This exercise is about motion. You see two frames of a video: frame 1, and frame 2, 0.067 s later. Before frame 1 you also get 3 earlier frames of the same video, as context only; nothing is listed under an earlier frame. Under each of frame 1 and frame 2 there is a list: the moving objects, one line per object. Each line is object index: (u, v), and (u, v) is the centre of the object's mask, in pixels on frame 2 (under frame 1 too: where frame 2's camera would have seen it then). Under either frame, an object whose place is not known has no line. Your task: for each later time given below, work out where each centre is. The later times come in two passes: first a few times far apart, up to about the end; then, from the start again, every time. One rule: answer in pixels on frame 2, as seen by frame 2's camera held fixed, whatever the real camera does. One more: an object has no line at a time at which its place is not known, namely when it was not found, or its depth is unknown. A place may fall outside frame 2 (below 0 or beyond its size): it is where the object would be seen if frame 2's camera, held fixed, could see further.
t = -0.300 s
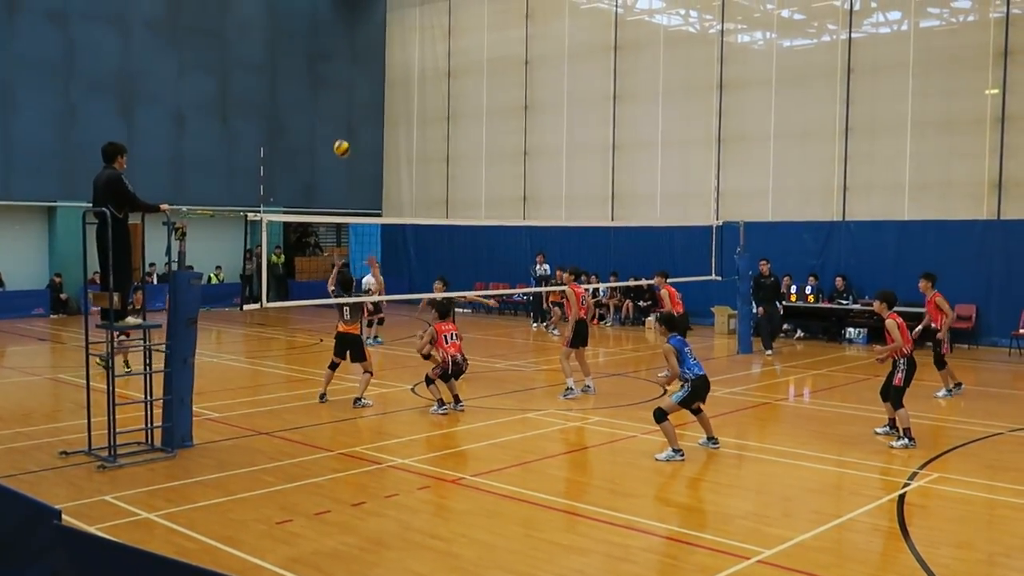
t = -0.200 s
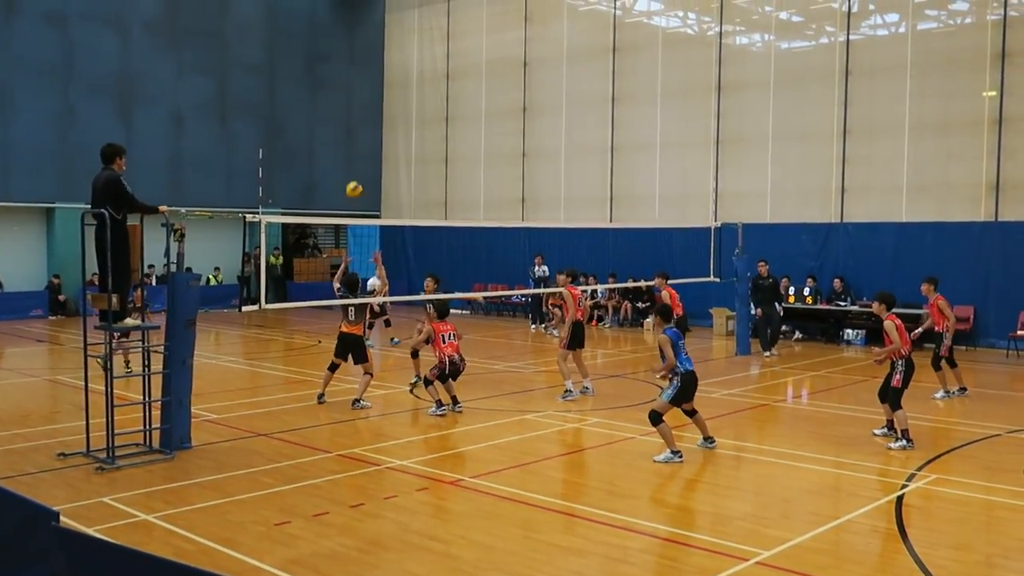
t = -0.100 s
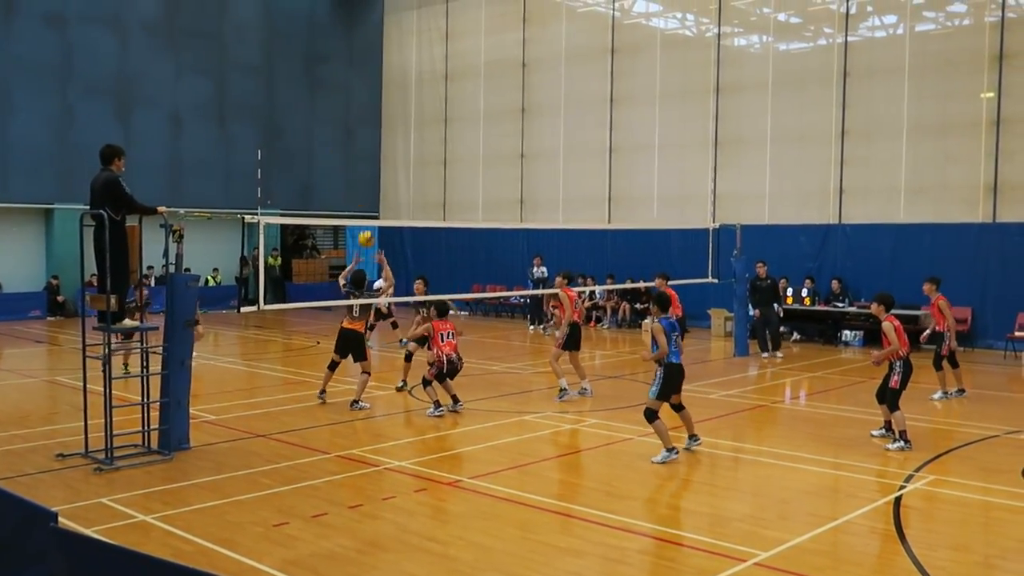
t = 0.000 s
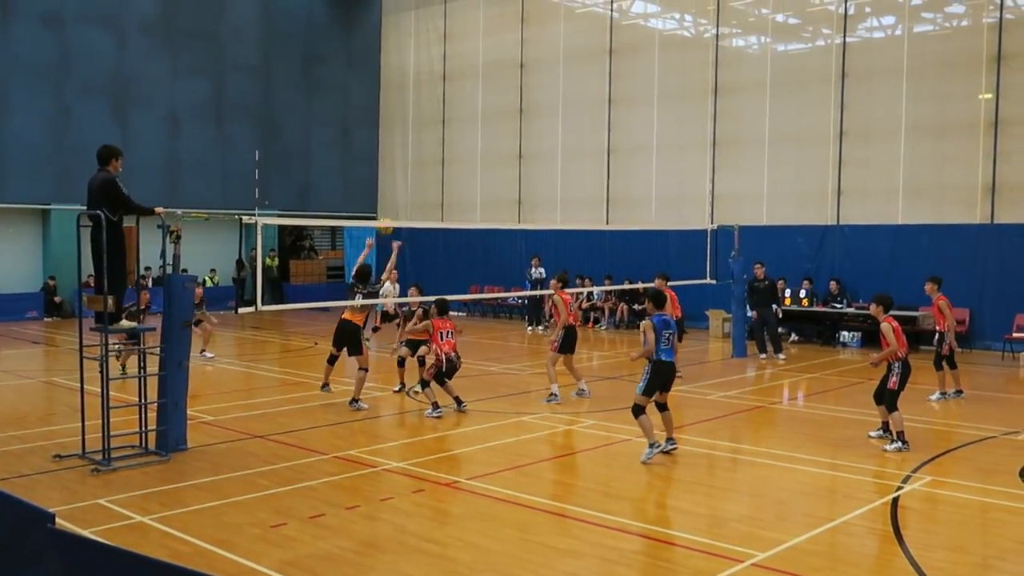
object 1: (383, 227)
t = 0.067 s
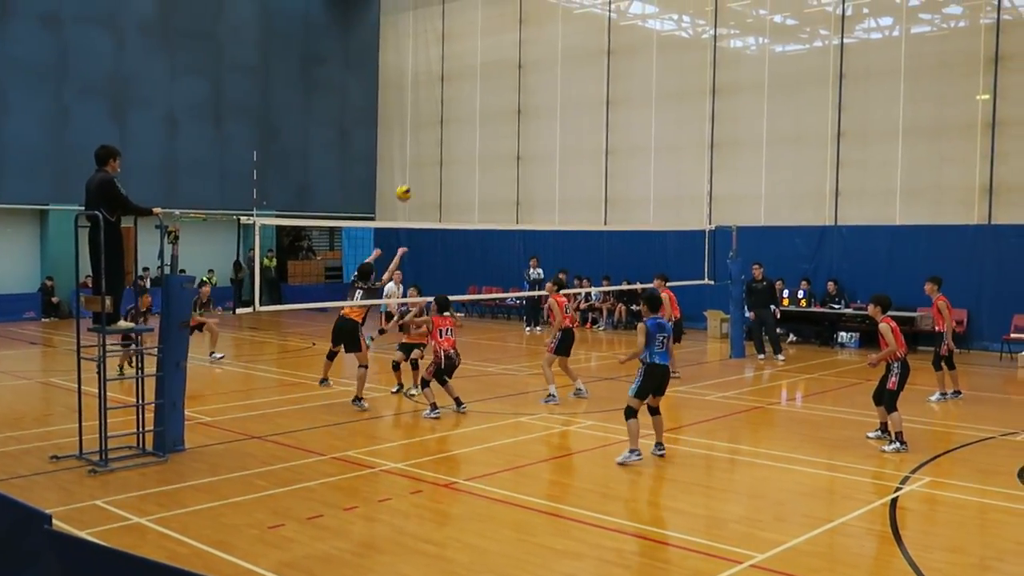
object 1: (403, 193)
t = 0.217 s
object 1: (445, 135)
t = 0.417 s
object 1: (494, 93)
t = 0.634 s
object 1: (540, 83)
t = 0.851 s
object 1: (580, 104)
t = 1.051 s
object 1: (612, 145)
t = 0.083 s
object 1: (408, 185)
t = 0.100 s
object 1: (413, 178)
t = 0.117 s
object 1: (418, 171)
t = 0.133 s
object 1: (422, 164)
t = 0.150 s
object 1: (427, 158)
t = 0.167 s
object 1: (432, 152)
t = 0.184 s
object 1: (436, 146)
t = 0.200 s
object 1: (441, 140)
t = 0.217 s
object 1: (445, 135)
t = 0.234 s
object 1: (450, 130)
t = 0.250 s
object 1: (454, 125)
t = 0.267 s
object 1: (458, 121)
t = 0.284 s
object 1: (463, 117)
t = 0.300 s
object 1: (467, 113)
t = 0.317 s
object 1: (471, 109)
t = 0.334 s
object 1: (475, 106)
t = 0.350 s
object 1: (479, 103)
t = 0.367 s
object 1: (483, 100)
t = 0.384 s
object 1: (487, 97)
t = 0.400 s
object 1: (491, 95)
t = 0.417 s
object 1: (494, 93)
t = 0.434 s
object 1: (498, 91)
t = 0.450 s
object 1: (502, 89)
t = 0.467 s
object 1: (506, 87)
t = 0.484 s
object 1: (509, 86)
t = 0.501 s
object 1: (513, 85)
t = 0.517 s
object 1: (516, 84)
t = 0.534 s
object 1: (519, 83)
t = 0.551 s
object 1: (523, 83)
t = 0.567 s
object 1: (527, 82)
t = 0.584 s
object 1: (530, 82)
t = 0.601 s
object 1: (533, 82)
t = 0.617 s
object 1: (537, 82)
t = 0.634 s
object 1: (540, 83)
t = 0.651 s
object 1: (543, 83)
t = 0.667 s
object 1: (546, 84)
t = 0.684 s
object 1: (550, 86)
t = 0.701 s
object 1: (553, 86)
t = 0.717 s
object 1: (556, 88)
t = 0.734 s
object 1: (559, 89)
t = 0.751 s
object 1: (562, 91)
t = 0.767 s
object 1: (565, 92)
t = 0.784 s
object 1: (568, 94)
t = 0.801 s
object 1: (571, 97)
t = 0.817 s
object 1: (574, 99)
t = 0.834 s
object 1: (577, 101)
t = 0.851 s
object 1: (580, 104)
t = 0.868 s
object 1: (582, 106)
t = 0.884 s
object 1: (585, 110)
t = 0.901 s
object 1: (588, 112)
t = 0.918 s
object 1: (591, 115)
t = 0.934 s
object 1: (593, 119)
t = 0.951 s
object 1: (596, 122)
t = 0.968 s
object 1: (599, 126)
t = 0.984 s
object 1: (601, 129)
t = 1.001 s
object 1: (604, 133)
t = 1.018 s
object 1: (607, 137)
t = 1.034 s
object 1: (609, 141)
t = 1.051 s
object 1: (612, 145)
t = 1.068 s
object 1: (614, 149)
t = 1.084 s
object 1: (617, 154)
